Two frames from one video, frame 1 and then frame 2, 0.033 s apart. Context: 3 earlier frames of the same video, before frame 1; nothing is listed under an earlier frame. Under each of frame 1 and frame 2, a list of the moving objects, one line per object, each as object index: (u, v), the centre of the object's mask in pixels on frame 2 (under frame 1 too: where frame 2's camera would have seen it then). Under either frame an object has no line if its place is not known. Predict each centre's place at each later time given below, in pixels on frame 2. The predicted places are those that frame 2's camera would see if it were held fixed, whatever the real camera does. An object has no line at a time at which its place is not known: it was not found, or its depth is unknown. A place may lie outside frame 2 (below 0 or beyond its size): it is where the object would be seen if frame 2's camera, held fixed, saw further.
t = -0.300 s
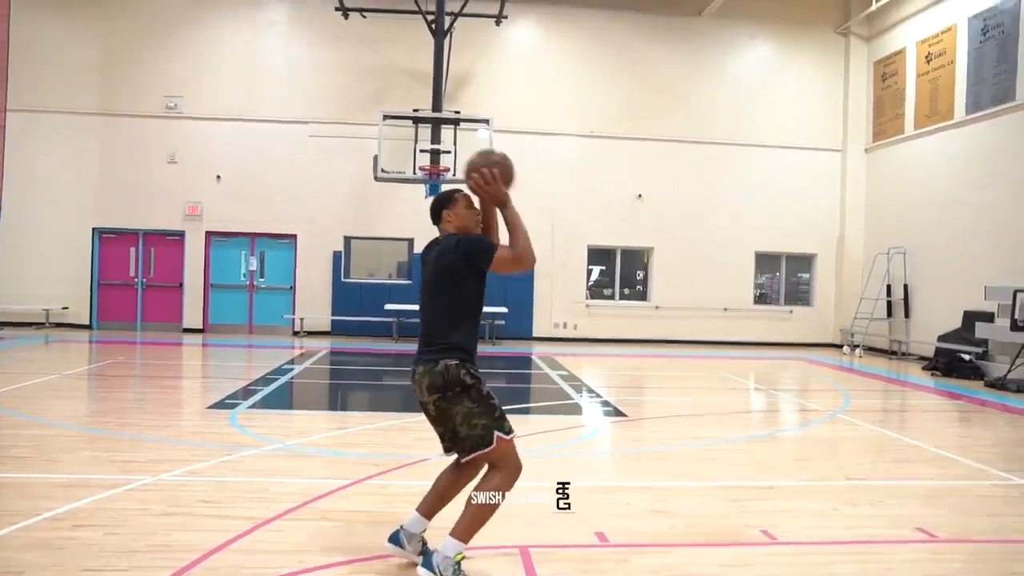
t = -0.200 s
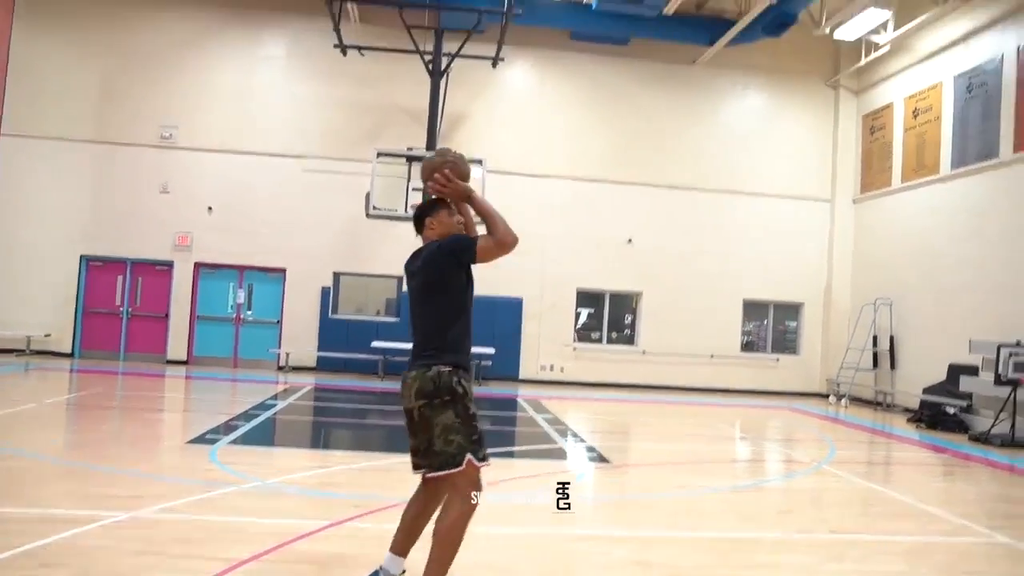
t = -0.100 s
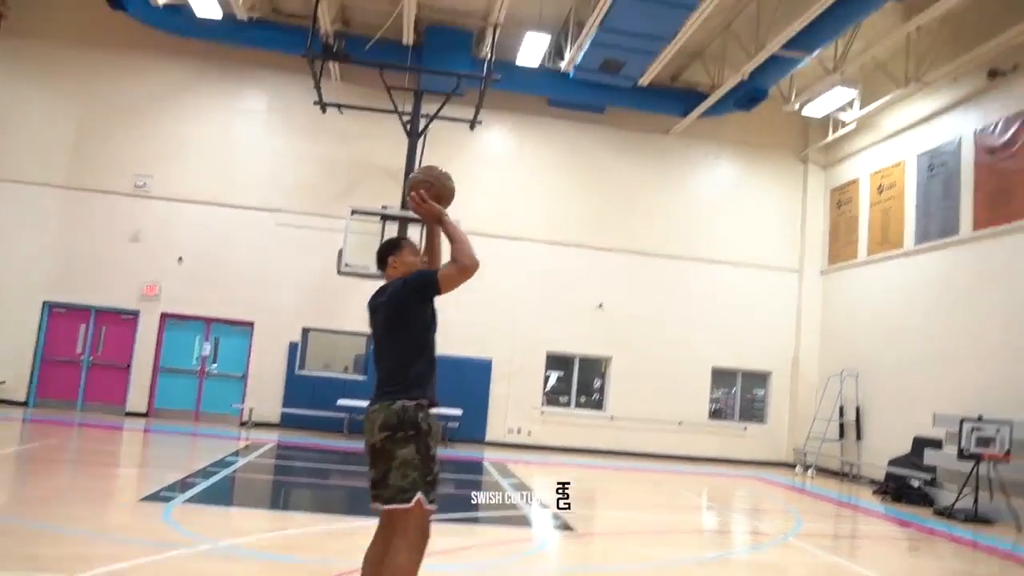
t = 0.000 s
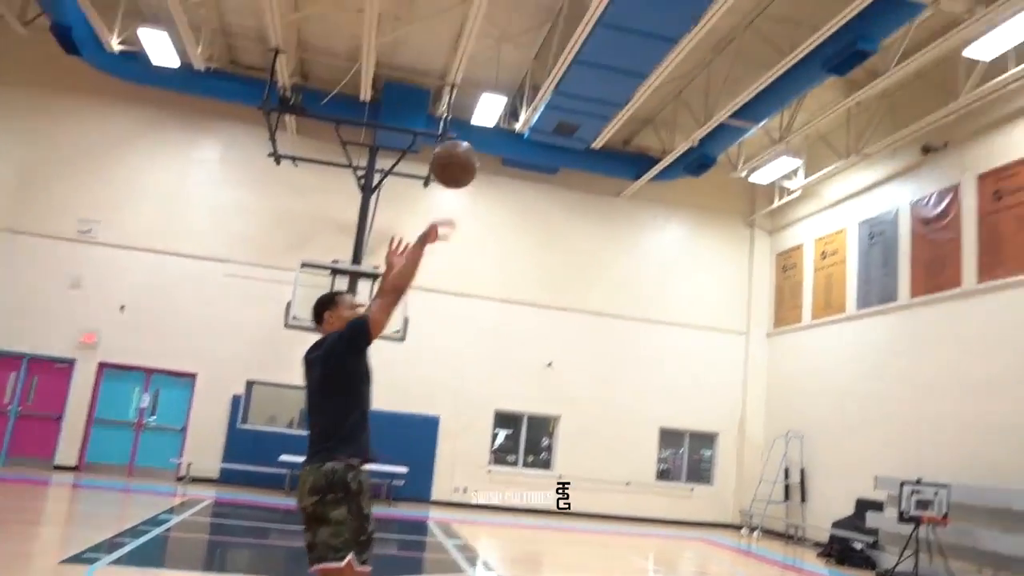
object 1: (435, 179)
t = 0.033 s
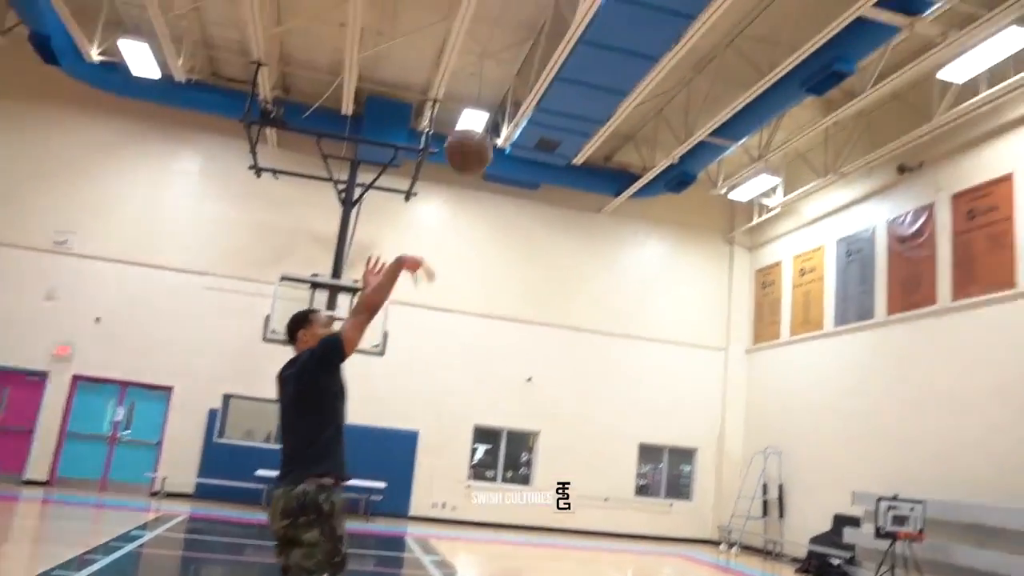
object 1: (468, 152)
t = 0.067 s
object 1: (501, 125)
